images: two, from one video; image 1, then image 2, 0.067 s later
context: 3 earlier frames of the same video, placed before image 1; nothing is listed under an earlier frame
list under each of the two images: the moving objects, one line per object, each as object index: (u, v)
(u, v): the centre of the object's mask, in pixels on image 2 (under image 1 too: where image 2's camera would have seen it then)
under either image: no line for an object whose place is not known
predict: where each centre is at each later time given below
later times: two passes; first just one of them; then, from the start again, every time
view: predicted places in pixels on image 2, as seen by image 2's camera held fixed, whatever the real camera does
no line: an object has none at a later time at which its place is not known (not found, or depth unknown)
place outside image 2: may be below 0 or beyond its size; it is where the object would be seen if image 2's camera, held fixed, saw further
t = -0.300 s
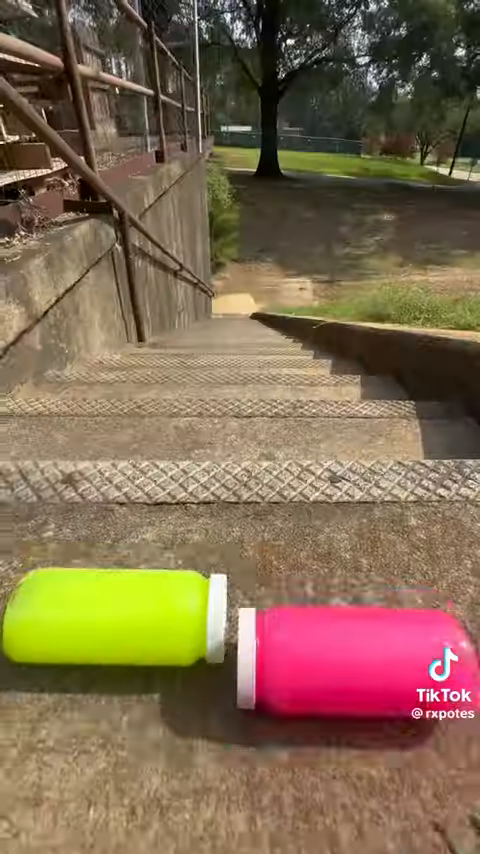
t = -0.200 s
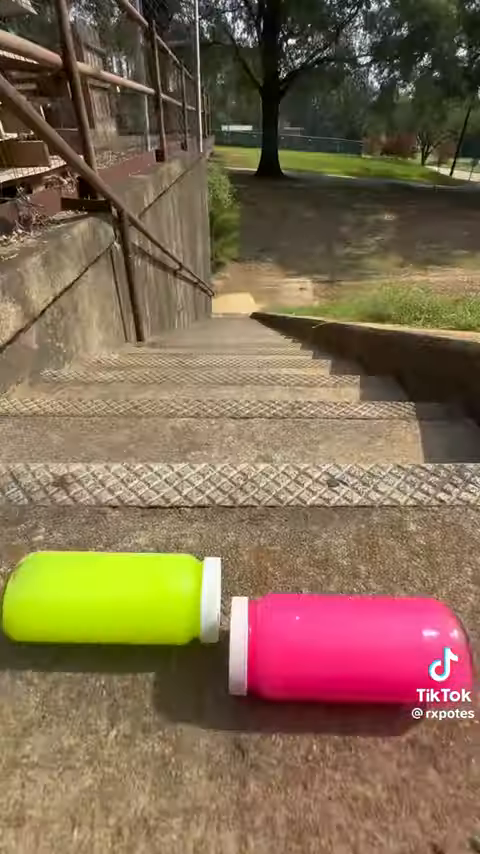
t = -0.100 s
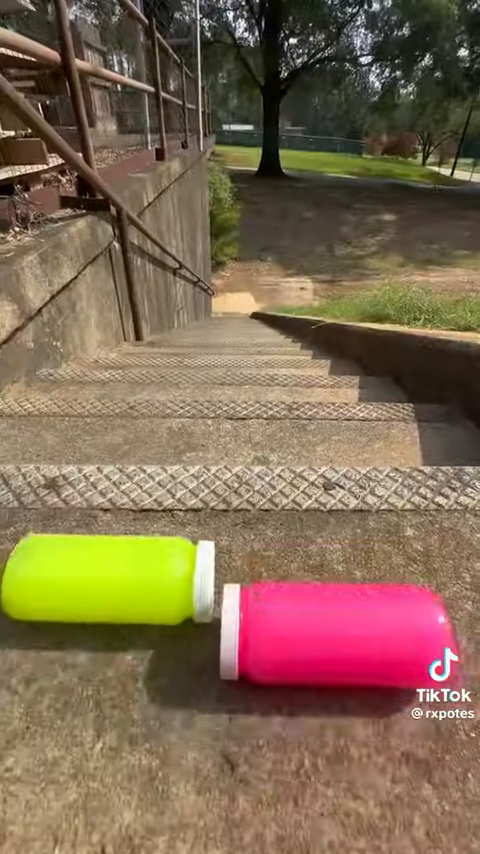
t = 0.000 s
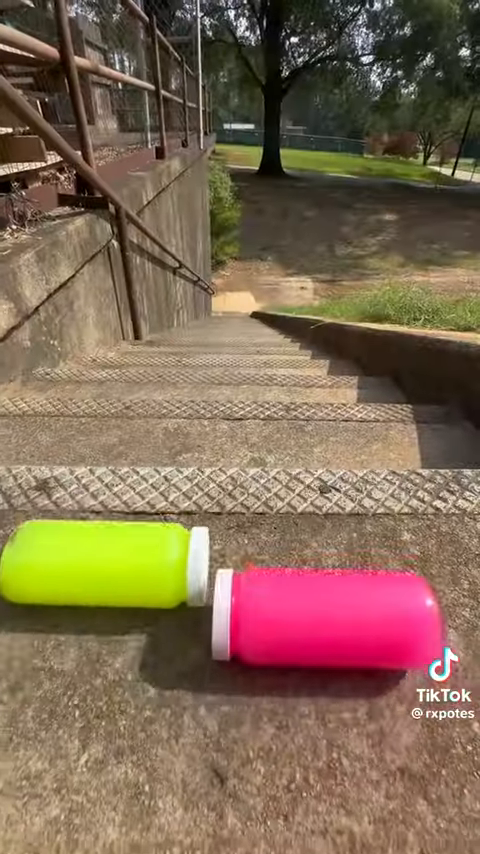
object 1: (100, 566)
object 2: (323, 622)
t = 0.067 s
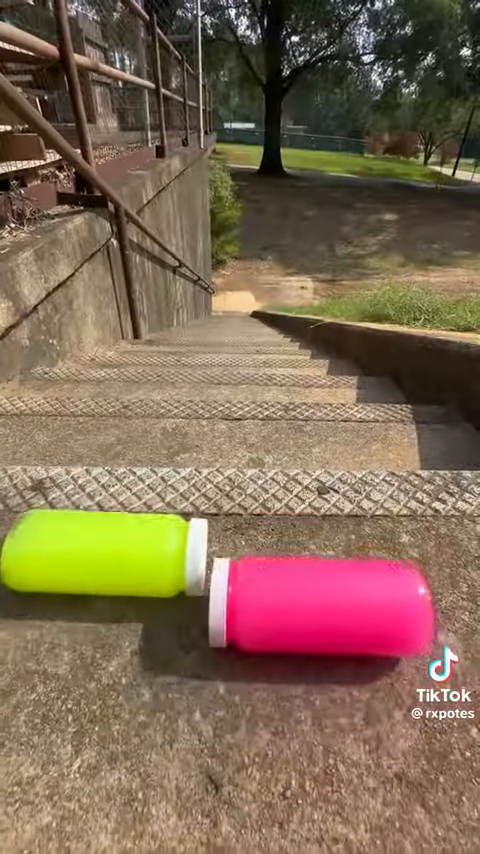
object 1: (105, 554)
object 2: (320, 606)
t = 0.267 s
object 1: (118, 516)
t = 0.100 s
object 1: (107, 547)
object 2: (320, 599)
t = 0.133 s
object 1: (110, 541)
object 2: (320, 592)
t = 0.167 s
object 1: (112, 534)
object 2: (319, 587)
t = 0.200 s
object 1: (113, 528)
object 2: (317, 581)
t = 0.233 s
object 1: (116, 522)
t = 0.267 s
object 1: (118, 516)
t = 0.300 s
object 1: (120, 510)
